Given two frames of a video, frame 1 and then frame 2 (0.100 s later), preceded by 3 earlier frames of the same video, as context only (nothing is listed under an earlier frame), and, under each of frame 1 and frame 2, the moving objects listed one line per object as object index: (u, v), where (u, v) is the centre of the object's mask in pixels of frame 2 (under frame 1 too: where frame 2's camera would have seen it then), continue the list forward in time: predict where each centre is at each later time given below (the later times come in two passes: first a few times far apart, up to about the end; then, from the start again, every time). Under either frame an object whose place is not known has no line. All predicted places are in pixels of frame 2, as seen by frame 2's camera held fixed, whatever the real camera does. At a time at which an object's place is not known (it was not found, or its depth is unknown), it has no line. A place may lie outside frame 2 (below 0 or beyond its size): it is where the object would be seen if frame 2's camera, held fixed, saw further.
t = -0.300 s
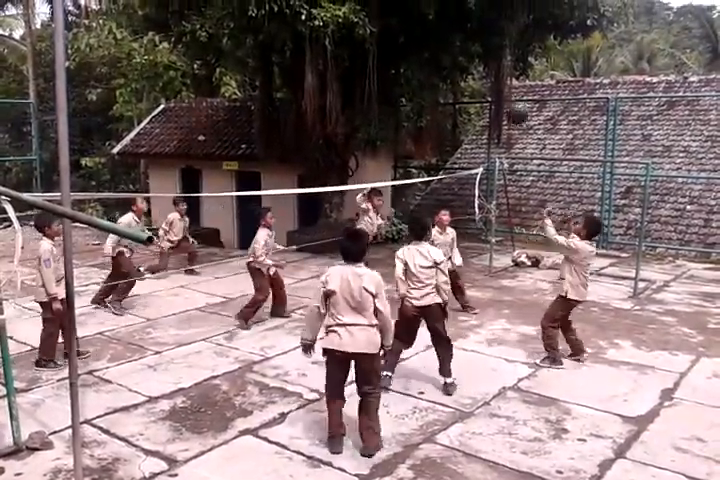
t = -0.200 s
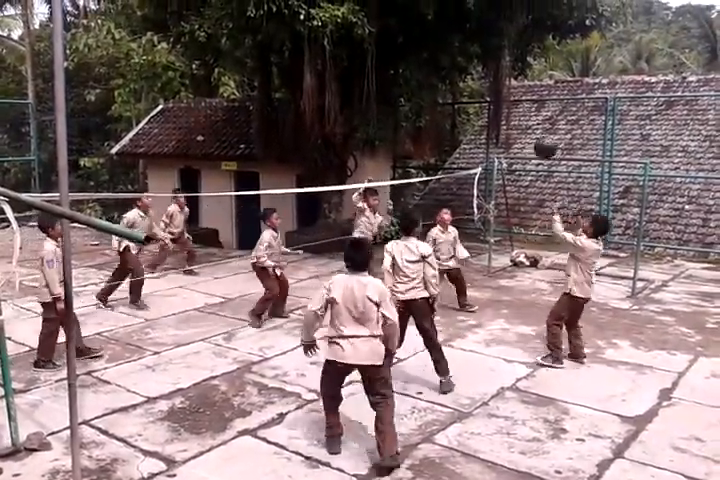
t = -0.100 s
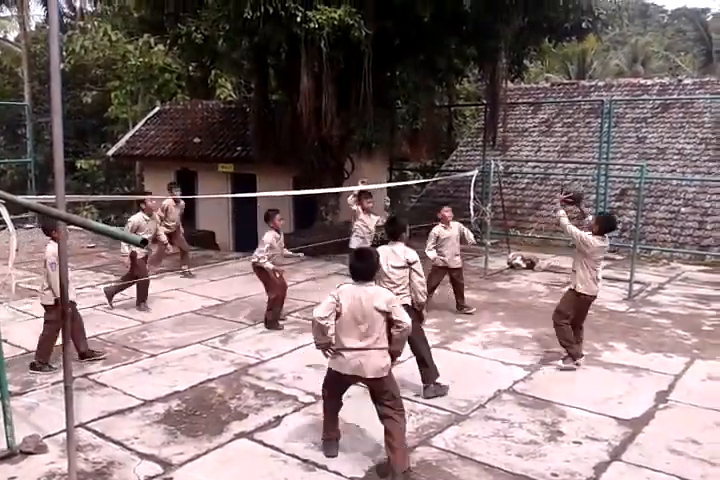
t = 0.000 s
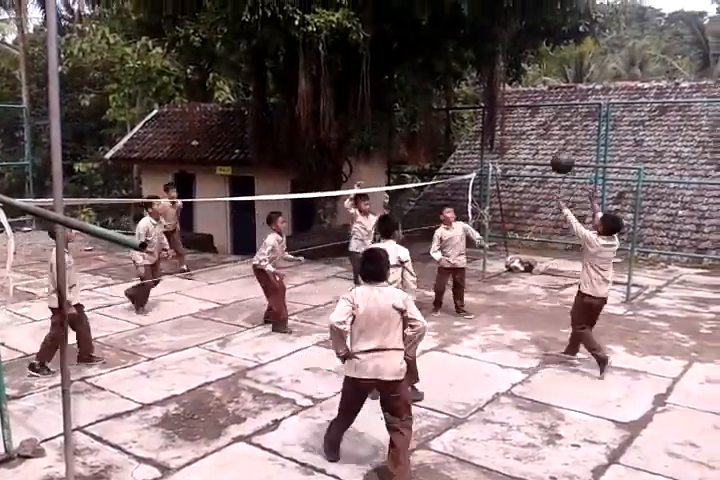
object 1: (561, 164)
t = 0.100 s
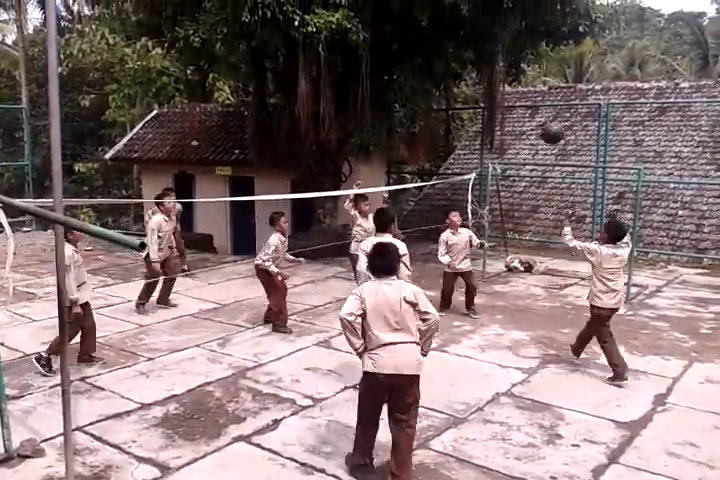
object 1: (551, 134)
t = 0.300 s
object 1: (533, 109)
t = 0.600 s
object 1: (505, 146)
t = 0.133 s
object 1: (548, 128)
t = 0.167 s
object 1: (545, 121)
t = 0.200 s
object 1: (543, 116)
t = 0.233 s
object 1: (540, 113)
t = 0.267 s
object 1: (536, 111)
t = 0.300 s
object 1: (533, 109)
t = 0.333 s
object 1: (530, 108)
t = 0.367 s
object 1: (528, 109)
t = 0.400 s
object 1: (525, 111)
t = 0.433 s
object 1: (522, 113)
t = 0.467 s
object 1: (519, 118)
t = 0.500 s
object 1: (514, 124)
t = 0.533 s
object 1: (512, 131)
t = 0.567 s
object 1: (508, 139)
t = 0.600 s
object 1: (505, 146)
